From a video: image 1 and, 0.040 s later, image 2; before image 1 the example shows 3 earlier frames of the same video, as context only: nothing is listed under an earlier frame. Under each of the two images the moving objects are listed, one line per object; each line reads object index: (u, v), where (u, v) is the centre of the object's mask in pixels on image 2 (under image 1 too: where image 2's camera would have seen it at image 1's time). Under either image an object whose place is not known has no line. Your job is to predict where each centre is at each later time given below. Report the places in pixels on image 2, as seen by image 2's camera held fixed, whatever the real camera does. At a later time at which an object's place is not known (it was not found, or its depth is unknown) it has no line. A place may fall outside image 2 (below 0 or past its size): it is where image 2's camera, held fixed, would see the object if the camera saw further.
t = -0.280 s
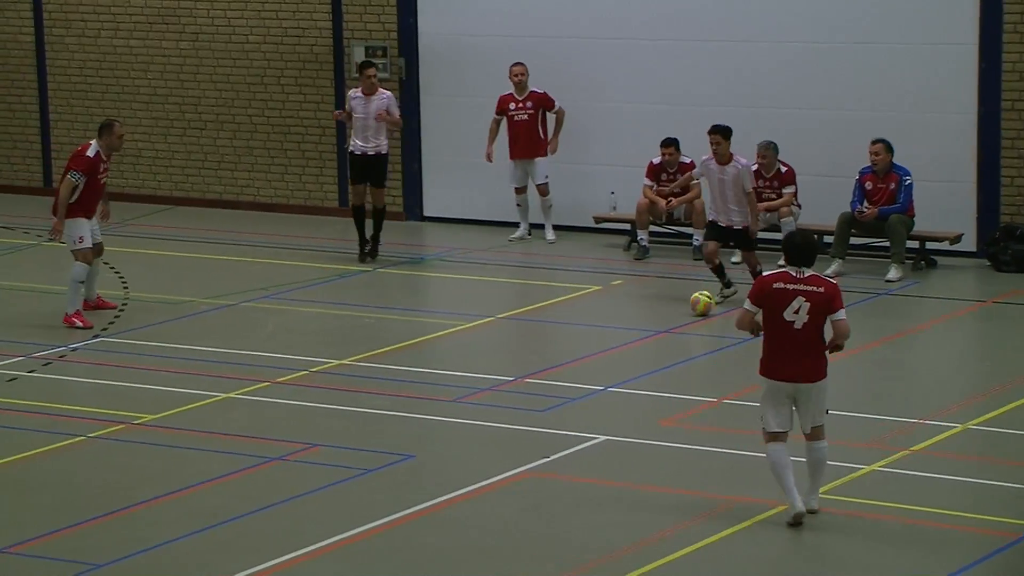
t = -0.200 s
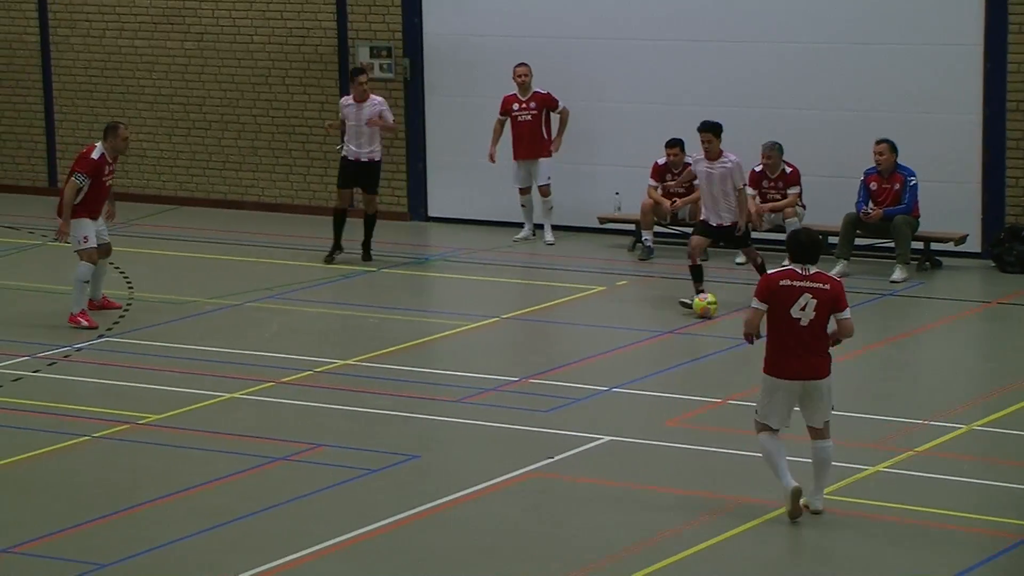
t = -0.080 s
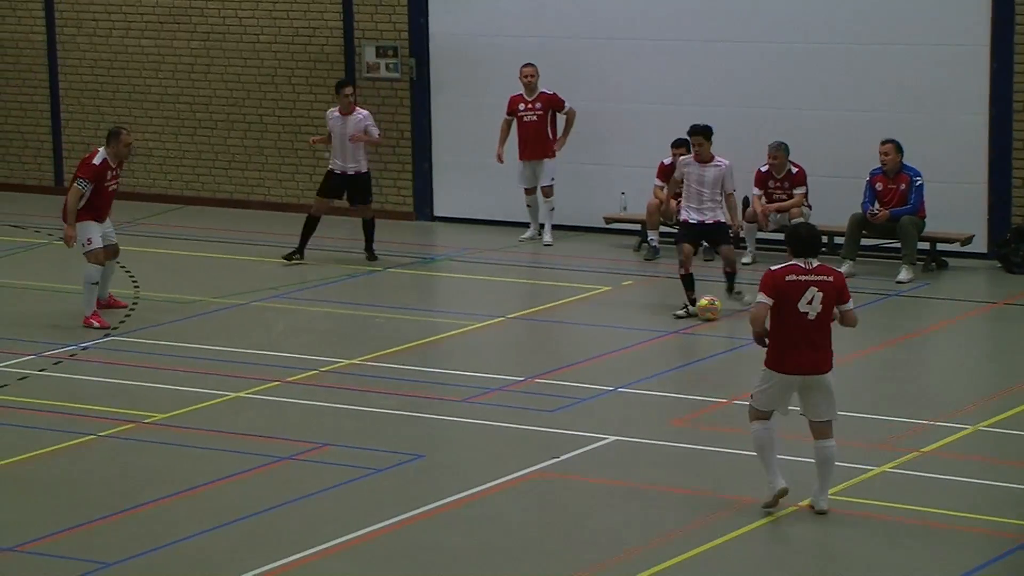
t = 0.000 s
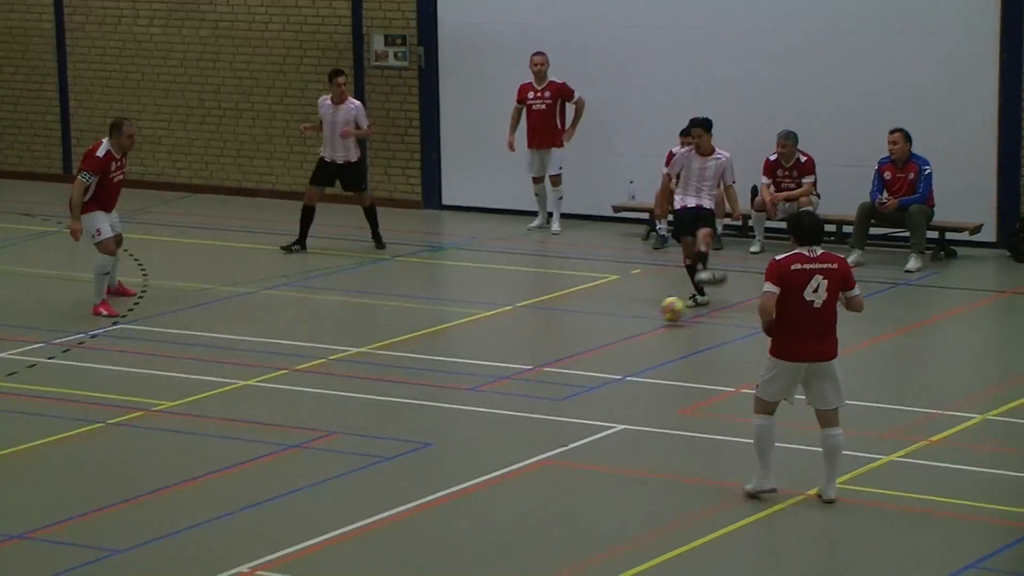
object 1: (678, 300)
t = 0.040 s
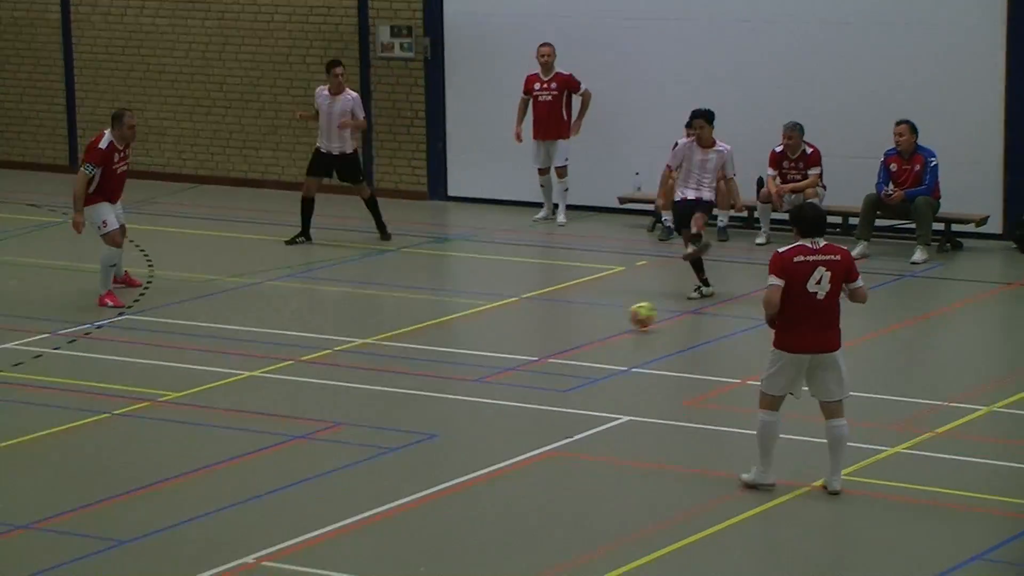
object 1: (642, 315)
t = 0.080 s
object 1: (604, 331)
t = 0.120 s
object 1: (564, 349)
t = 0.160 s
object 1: (524, 362)
